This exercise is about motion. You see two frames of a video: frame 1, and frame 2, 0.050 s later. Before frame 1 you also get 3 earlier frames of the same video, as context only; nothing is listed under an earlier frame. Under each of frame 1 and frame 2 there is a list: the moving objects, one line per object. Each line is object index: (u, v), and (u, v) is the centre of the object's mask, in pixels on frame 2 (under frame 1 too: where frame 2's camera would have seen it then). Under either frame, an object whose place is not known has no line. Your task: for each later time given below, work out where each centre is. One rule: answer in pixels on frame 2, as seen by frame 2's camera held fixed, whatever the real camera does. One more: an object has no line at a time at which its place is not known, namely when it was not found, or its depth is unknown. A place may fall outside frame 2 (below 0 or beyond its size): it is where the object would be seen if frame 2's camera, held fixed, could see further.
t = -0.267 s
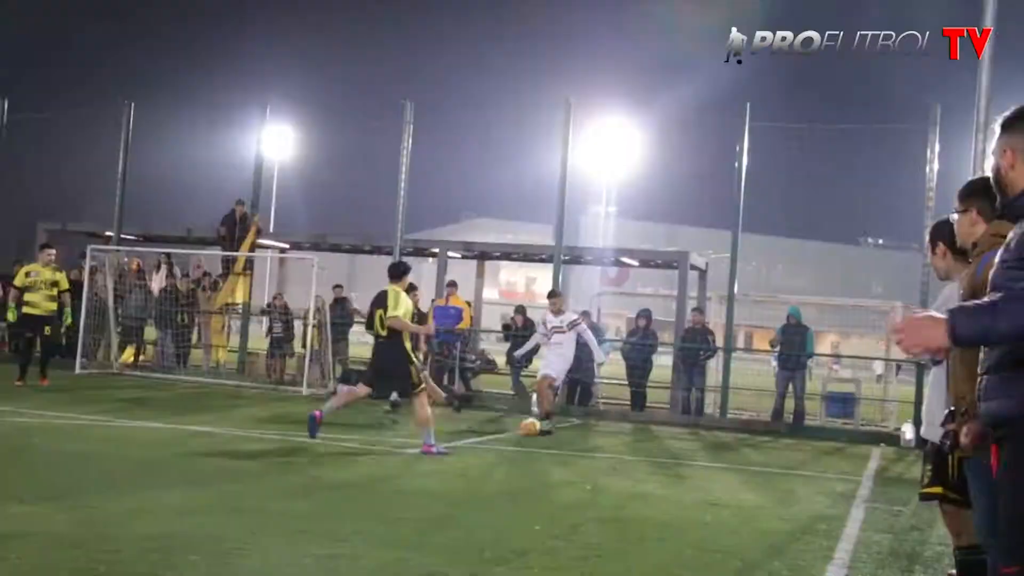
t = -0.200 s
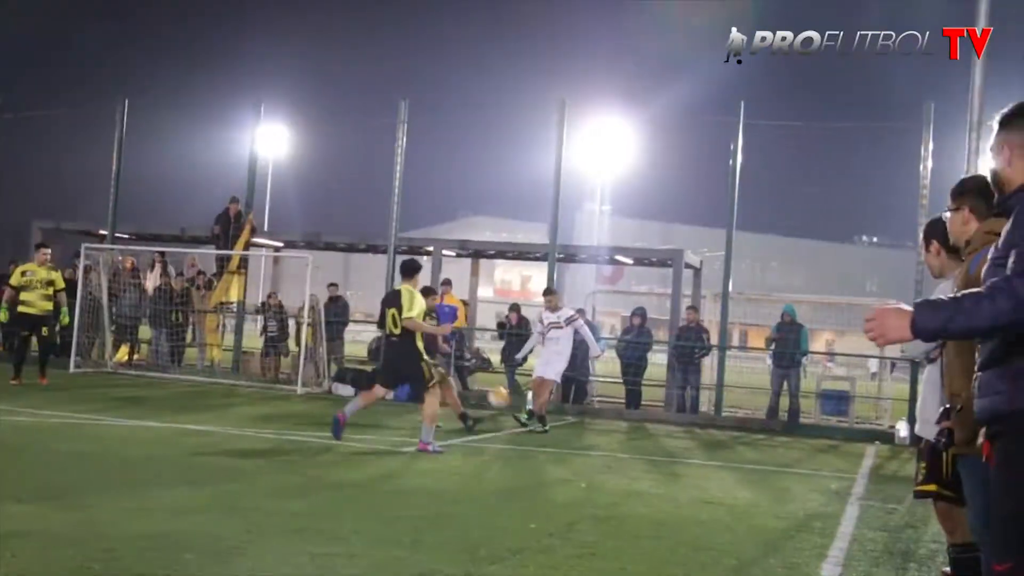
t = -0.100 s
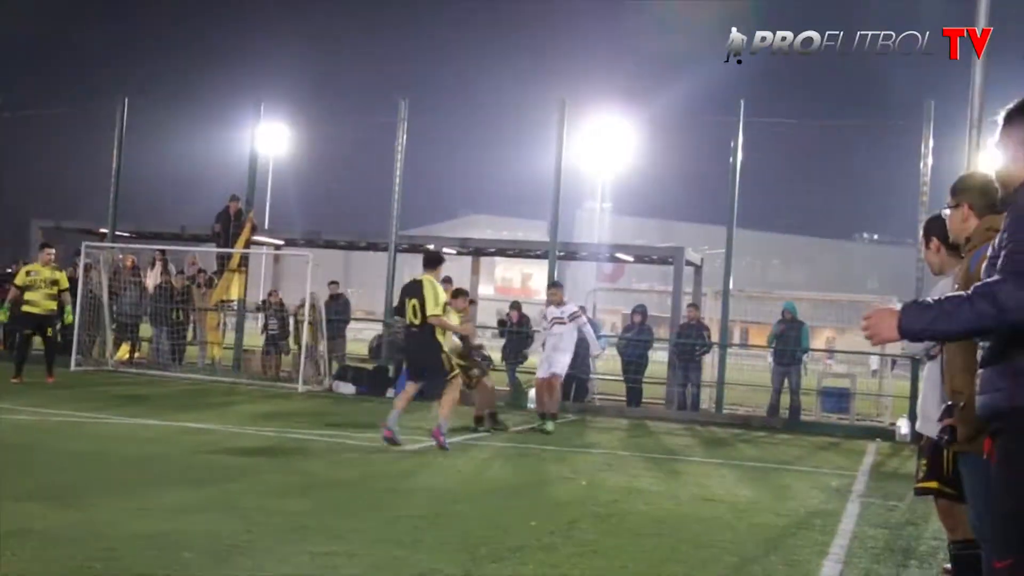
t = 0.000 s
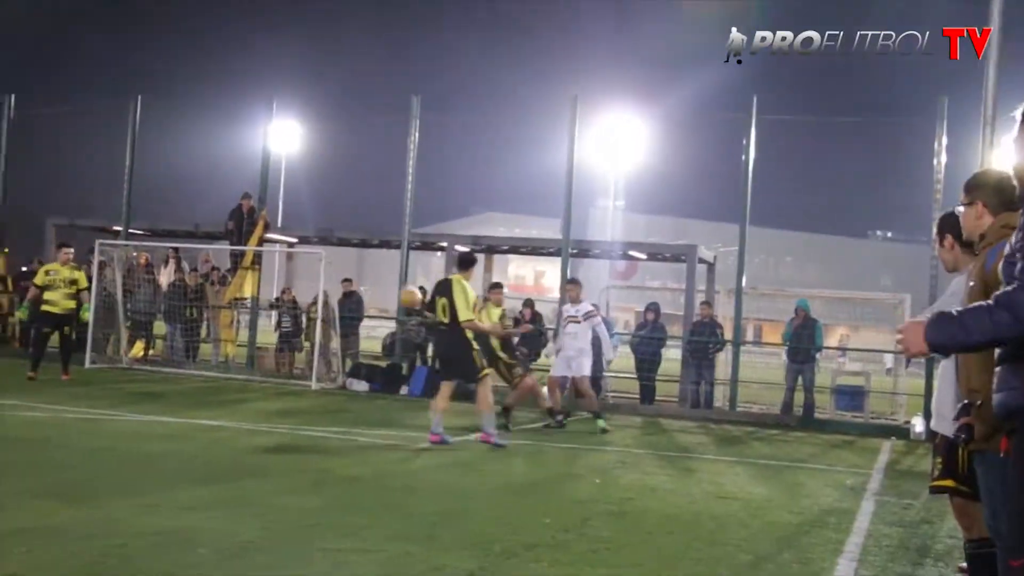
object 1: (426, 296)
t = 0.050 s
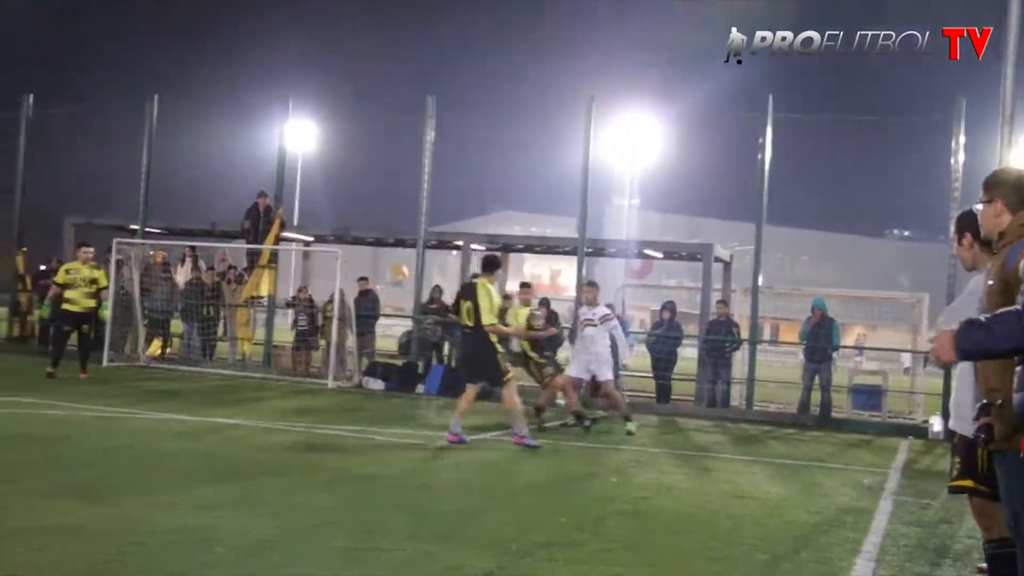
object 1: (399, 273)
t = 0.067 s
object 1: (387, 266)
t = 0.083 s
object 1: (376, 261)
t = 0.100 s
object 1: (367, 255)
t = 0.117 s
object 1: (355, 249)
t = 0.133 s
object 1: (345, 243)
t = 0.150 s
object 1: (333, 237)
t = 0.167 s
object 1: (324, 230)
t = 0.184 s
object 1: (313, 225)
